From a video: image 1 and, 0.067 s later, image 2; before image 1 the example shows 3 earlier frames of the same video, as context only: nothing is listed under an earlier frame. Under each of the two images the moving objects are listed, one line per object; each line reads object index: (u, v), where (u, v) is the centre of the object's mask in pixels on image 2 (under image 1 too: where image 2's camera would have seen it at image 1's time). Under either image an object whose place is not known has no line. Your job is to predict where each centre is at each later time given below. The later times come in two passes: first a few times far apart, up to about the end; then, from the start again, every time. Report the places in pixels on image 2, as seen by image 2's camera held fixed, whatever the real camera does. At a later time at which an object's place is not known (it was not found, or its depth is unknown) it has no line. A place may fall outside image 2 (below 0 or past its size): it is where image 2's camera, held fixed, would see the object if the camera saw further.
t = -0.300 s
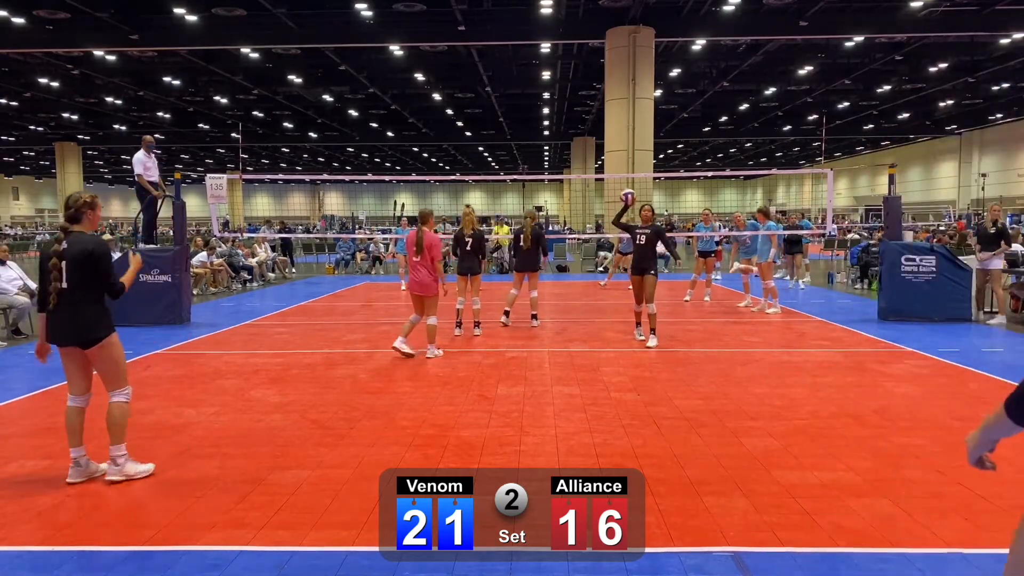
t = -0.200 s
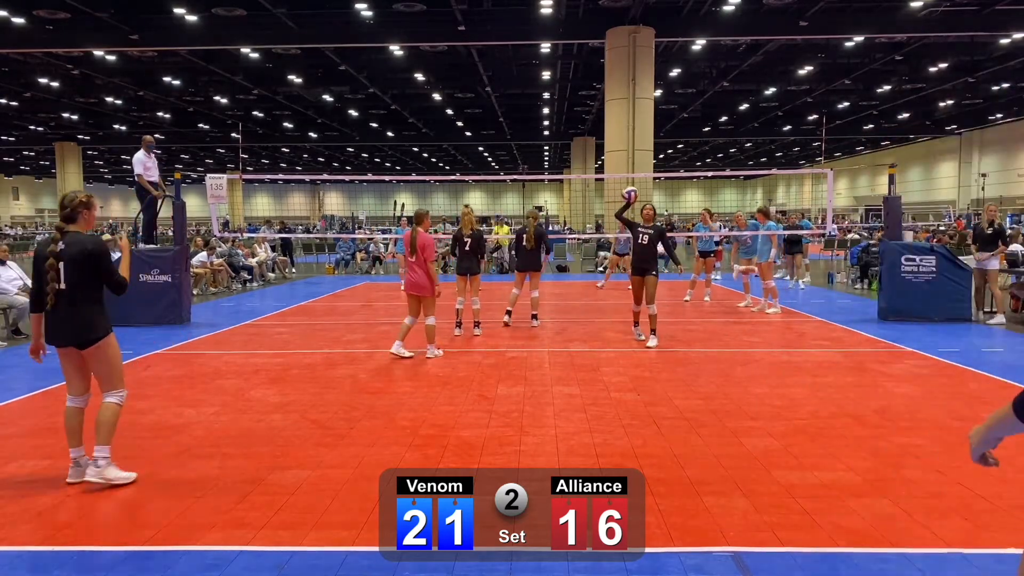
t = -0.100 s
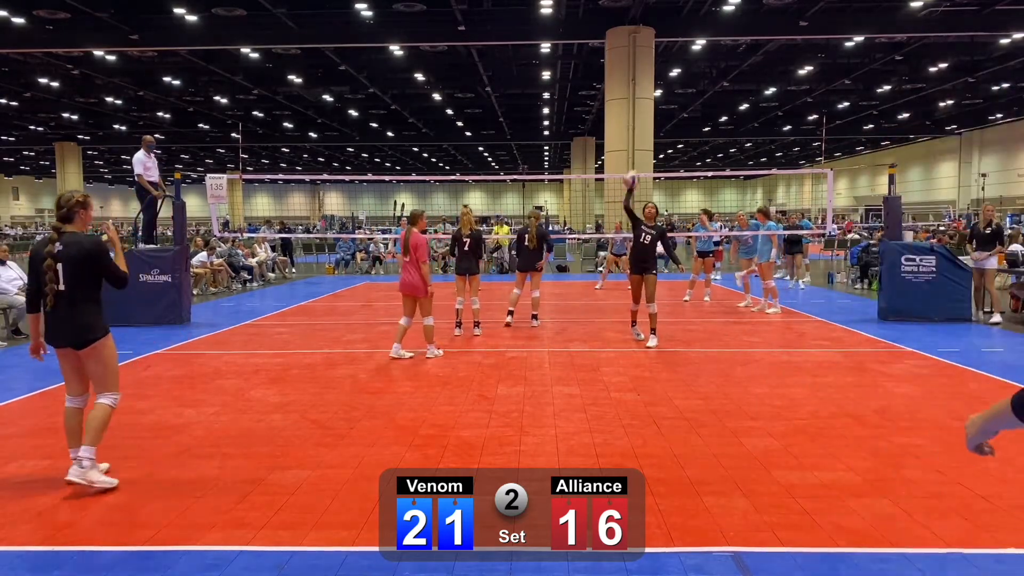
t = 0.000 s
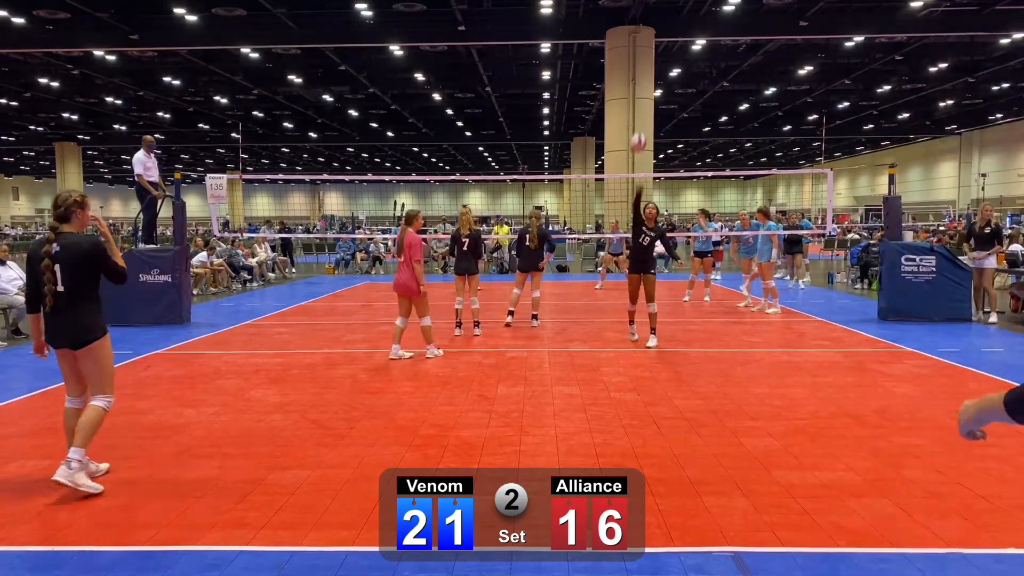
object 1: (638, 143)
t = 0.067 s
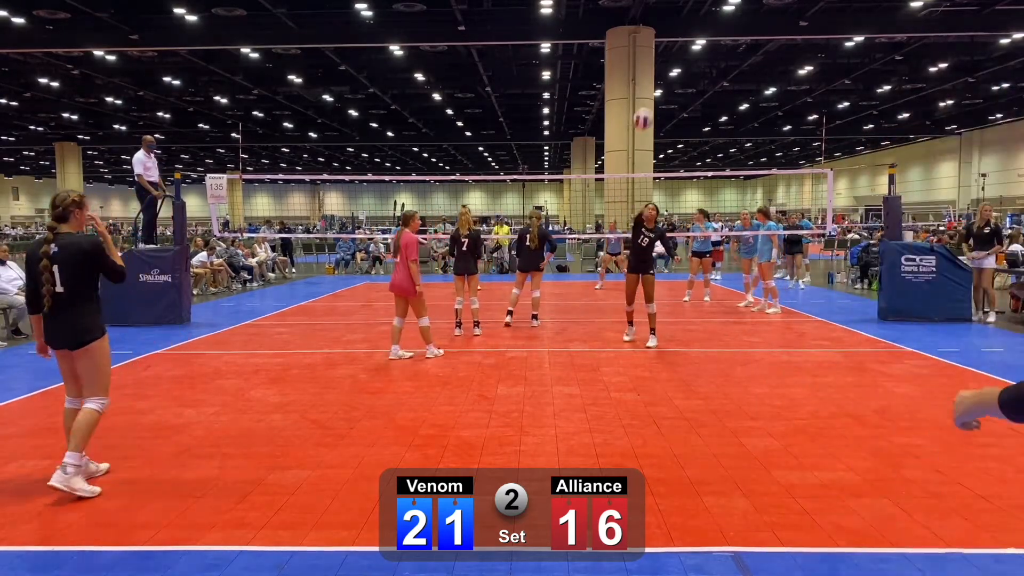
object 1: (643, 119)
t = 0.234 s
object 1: (661, 63)
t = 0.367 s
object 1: (681, 27)
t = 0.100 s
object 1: (647, 107)
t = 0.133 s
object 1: (650, 95)
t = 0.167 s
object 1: (654, 84)
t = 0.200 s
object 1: (657, 73)
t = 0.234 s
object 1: (661, 63)
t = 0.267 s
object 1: (665, 54)
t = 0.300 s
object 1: (669, 44)
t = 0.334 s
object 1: (675, 35)
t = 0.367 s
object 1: (681, 27)
